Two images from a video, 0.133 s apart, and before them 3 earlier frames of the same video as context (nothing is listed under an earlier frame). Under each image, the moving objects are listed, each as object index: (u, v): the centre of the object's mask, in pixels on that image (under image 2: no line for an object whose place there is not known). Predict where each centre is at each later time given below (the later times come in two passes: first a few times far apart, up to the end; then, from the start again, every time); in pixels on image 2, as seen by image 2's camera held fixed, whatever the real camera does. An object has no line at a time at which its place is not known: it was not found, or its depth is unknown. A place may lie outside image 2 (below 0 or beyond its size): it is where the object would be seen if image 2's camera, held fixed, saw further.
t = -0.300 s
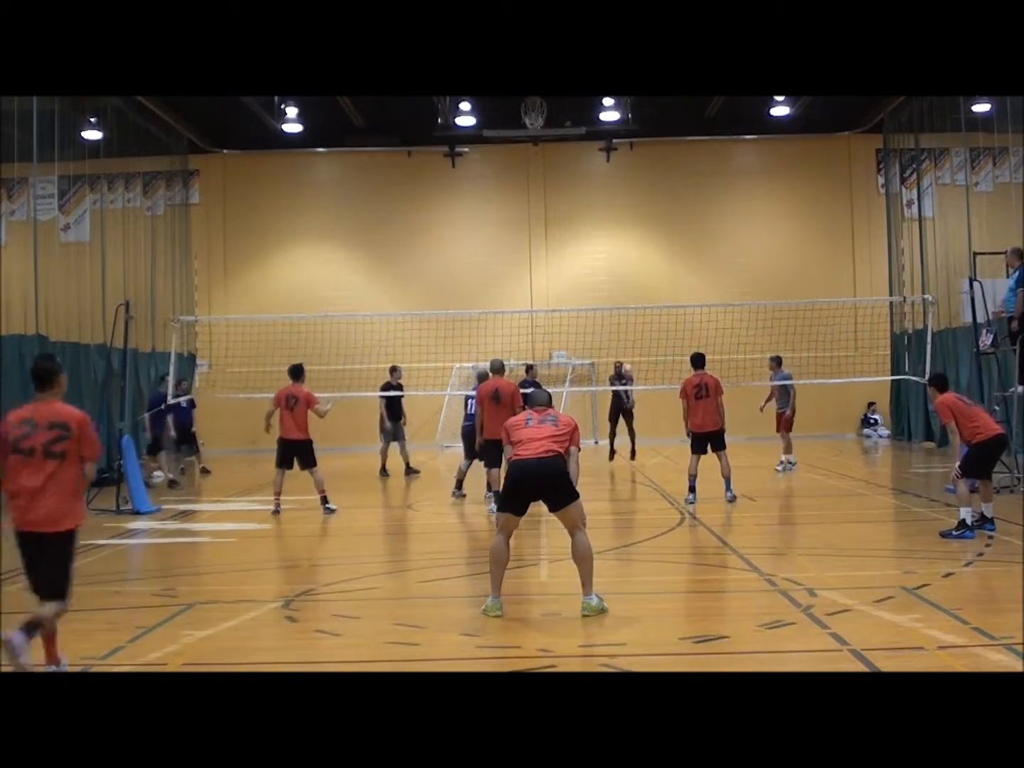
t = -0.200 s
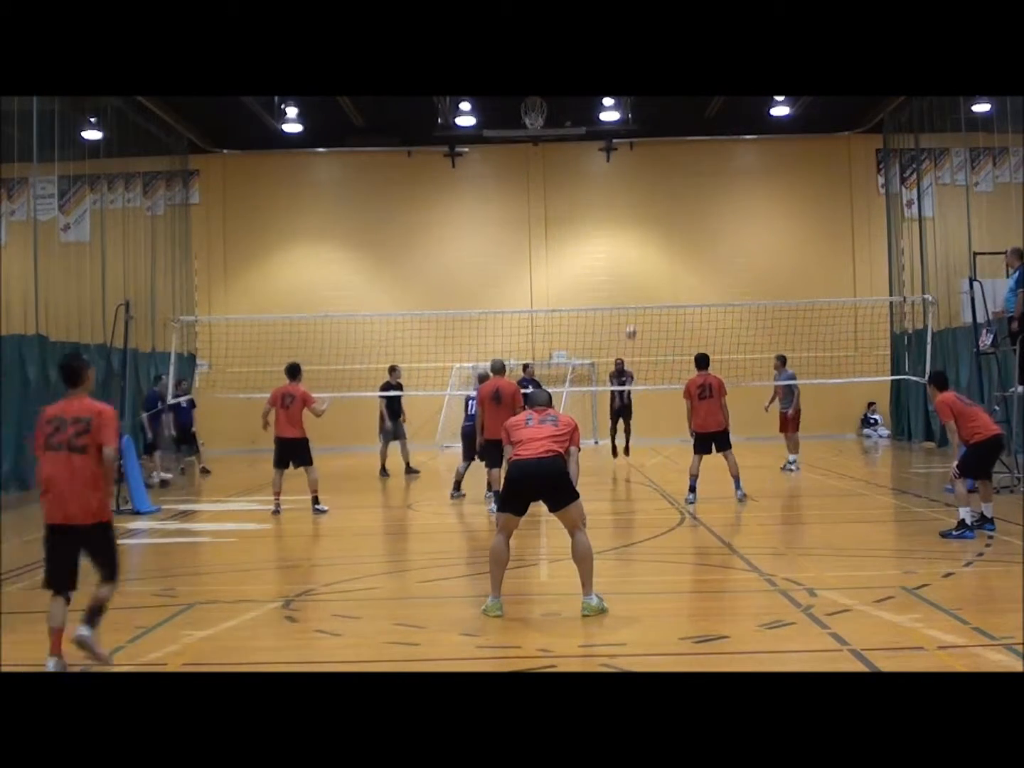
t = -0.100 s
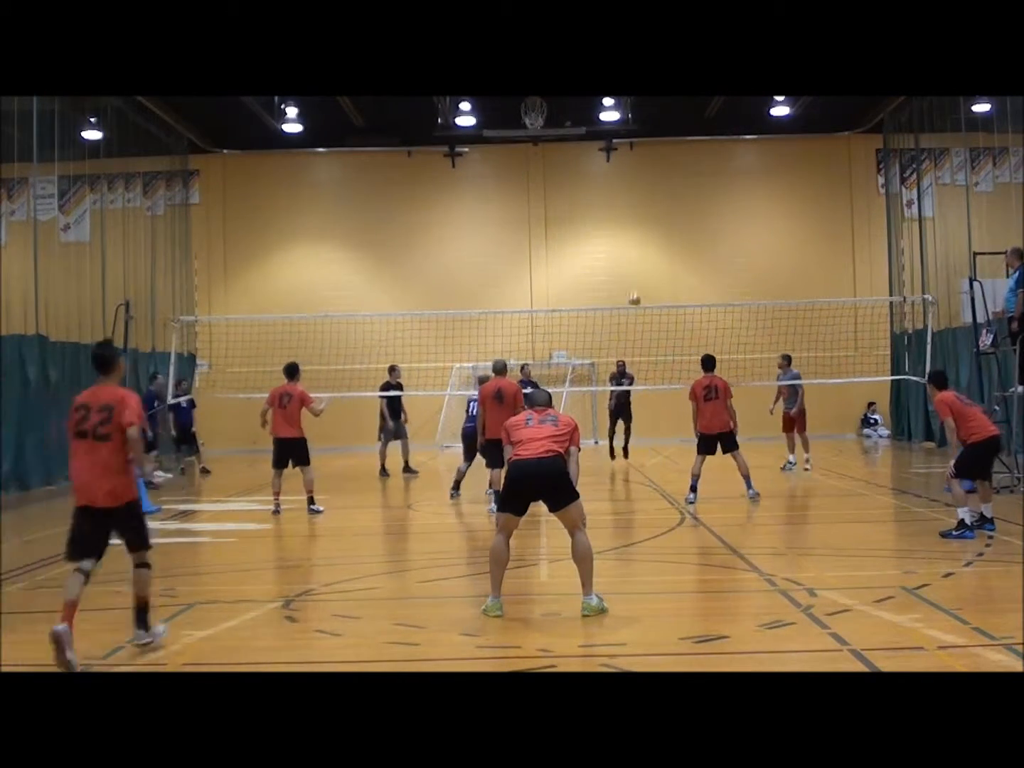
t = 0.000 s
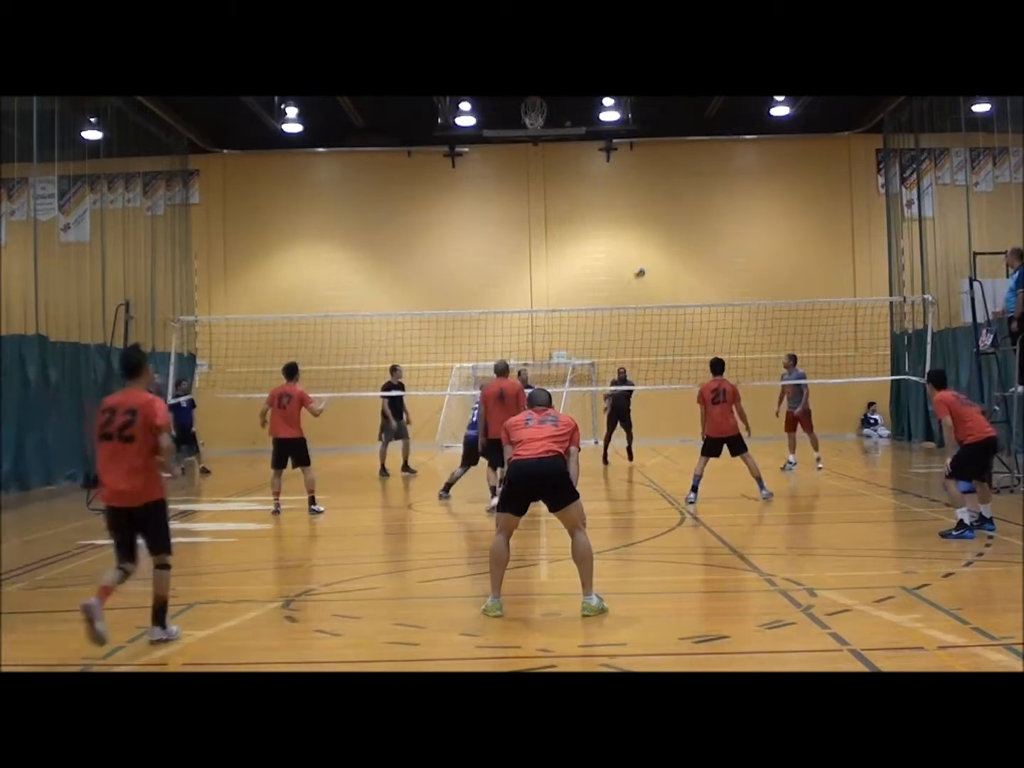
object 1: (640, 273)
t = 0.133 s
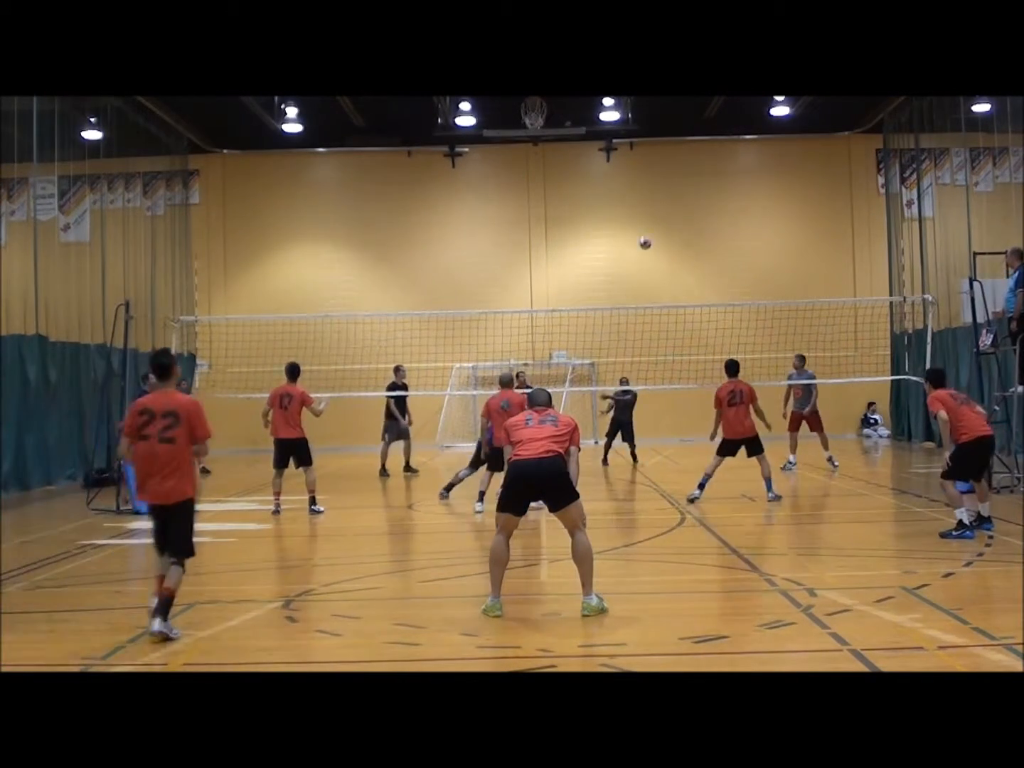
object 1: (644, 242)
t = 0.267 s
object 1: (651, 223)
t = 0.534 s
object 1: (665, 214)
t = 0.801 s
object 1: (683, 254)
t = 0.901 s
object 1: (689, 280)
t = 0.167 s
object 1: (647, 237)
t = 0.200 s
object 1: (647, 232)
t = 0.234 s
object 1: (649, 226)
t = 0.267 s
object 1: (651, 223)
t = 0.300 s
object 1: (652, 220)
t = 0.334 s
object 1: (654, 217)
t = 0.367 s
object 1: (656, 215)
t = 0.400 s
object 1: (658, 214)
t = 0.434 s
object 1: (660, 213)
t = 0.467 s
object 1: (662, 212)
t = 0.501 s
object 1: (664, 213)
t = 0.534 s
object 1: (665, 214)
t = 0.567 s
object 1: (667, 217)
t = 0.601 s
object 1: (669, 219)
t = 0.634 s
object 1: (671, 223)
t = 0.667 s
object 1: (673, 228)
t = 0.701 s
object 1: (675, 233)
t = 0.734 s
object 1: (677, 238)
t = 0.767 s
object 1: (680, 246)
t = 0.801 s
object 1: (683, 254)
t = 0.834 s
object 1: (685, 261)
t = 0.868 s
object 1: (687, 269)
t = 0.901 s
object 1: (689, 280)
